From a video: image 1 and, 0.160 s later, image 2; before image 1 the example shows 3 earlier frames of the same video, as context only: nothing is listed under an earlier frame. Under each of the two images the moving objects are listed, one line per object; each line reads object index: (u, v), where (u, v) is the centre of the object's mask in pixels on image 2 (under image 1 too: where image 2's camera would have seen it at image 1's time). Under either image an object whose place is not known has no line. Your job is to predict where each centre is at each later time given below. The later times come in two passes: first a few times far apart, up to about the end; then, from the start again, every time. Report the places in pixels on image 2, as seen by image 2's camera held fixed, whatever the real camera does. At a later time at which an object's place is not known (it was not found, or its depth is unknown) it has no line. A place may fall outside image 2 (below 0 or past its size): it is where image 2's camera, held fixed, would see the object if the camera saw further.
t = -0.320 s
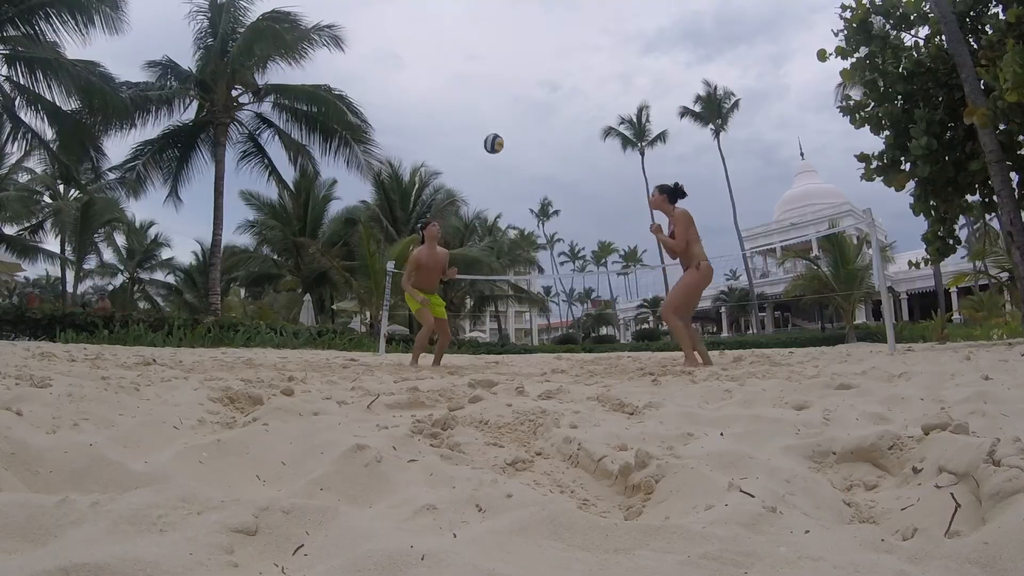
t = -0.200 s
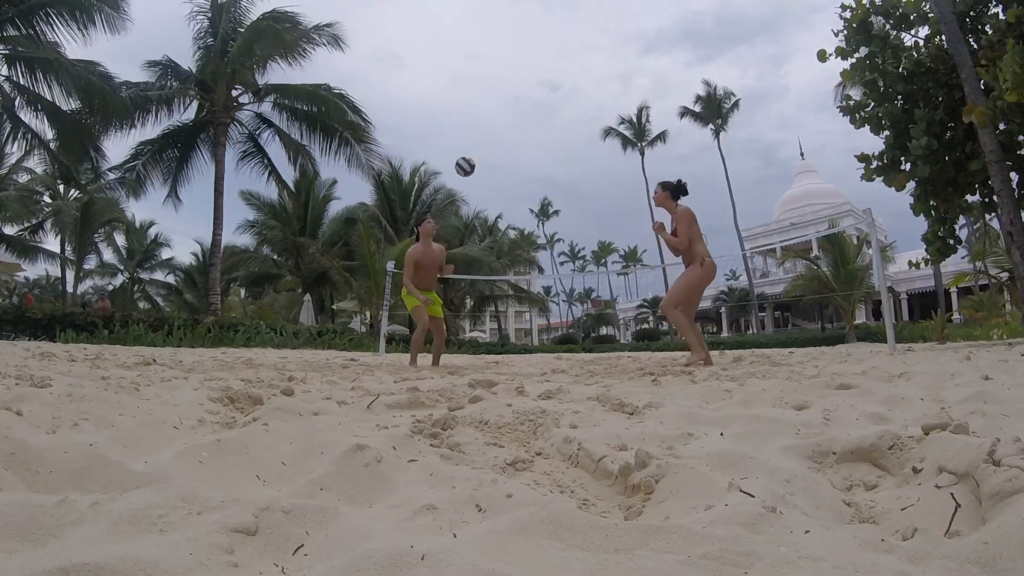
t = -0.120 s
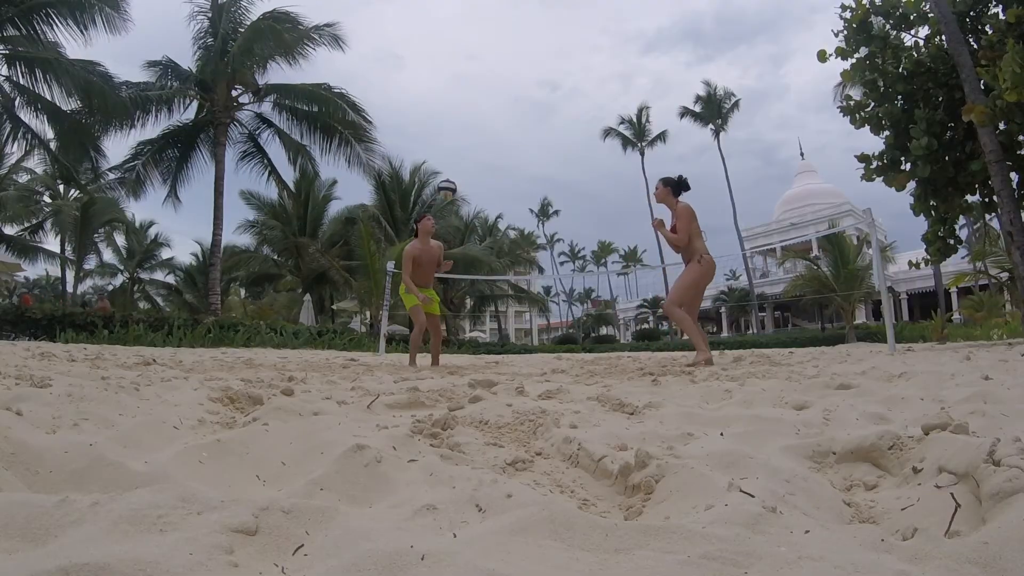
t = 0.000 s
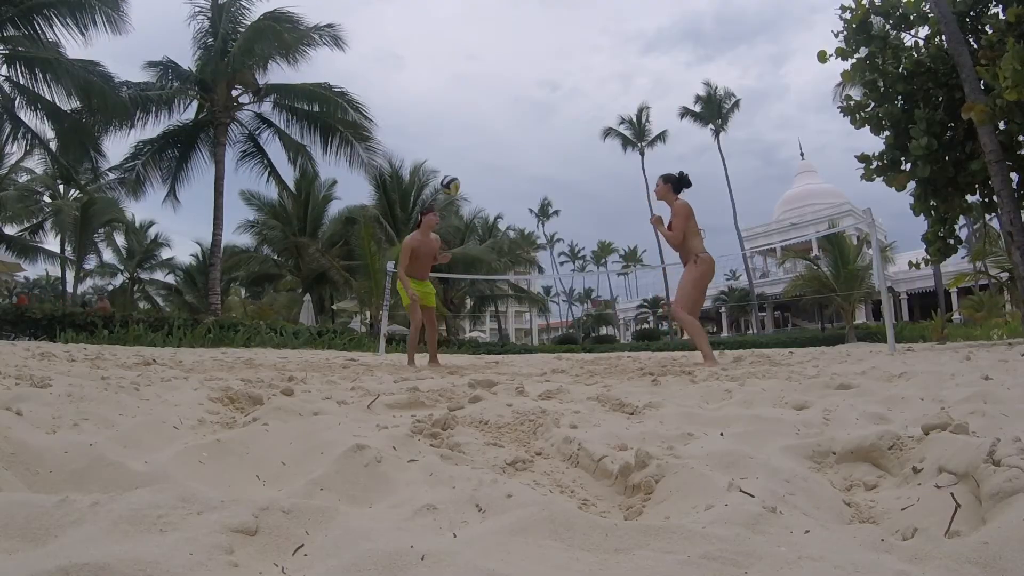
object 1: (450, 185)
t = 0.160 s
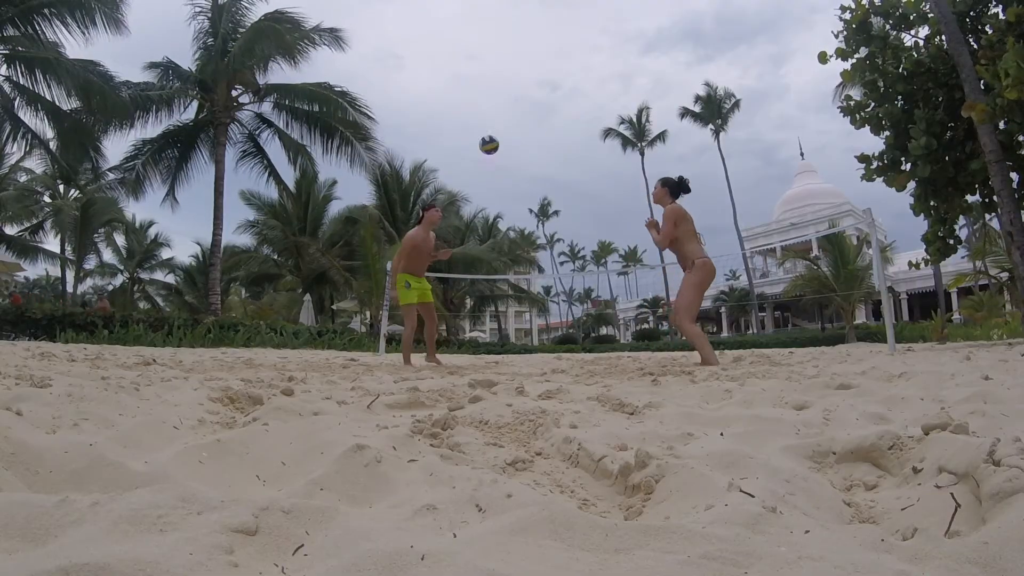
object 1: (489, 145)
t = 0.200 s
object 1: (498, 139)
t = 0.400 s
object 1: (546, 128)
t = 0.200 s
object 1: (498, 139)
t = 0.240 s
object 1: (508, 133)
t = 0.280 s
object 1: (517, 130)
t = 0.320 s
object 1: (527, 128)
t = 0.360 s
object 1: (537, 128)
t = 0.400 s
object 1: (546, 128)
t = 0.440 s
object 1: (556, 130)
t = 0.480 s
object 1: (566, 134)
